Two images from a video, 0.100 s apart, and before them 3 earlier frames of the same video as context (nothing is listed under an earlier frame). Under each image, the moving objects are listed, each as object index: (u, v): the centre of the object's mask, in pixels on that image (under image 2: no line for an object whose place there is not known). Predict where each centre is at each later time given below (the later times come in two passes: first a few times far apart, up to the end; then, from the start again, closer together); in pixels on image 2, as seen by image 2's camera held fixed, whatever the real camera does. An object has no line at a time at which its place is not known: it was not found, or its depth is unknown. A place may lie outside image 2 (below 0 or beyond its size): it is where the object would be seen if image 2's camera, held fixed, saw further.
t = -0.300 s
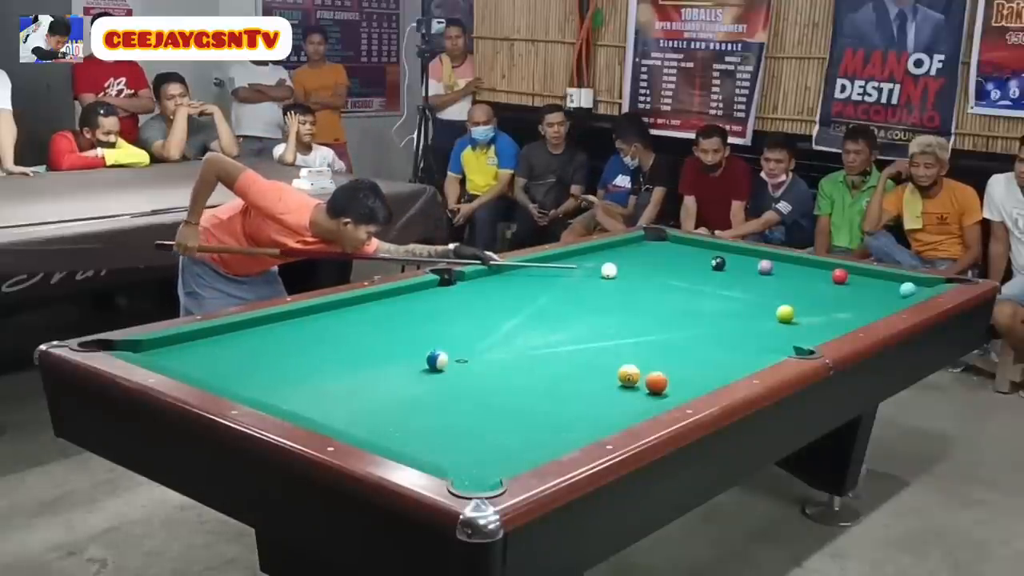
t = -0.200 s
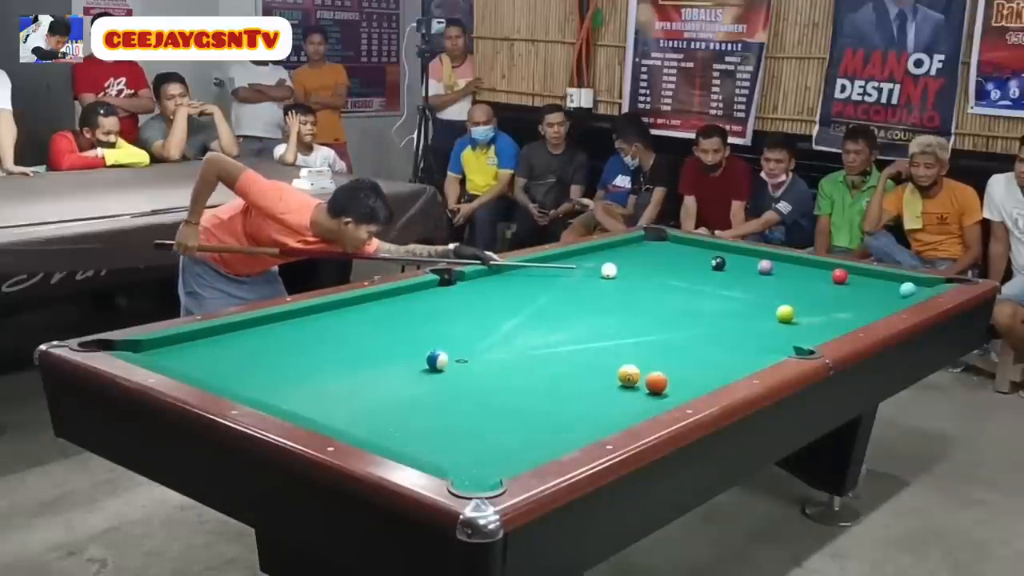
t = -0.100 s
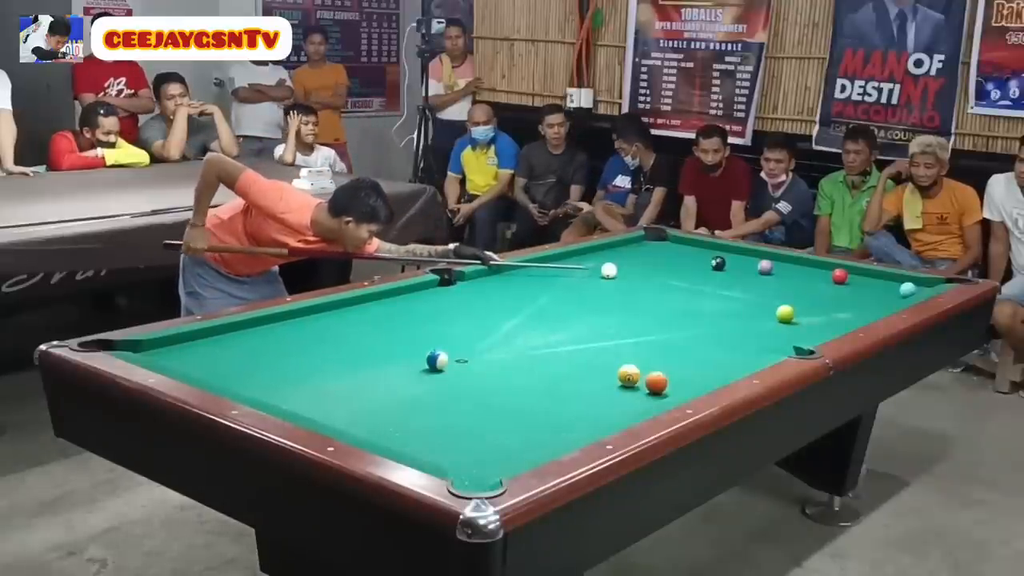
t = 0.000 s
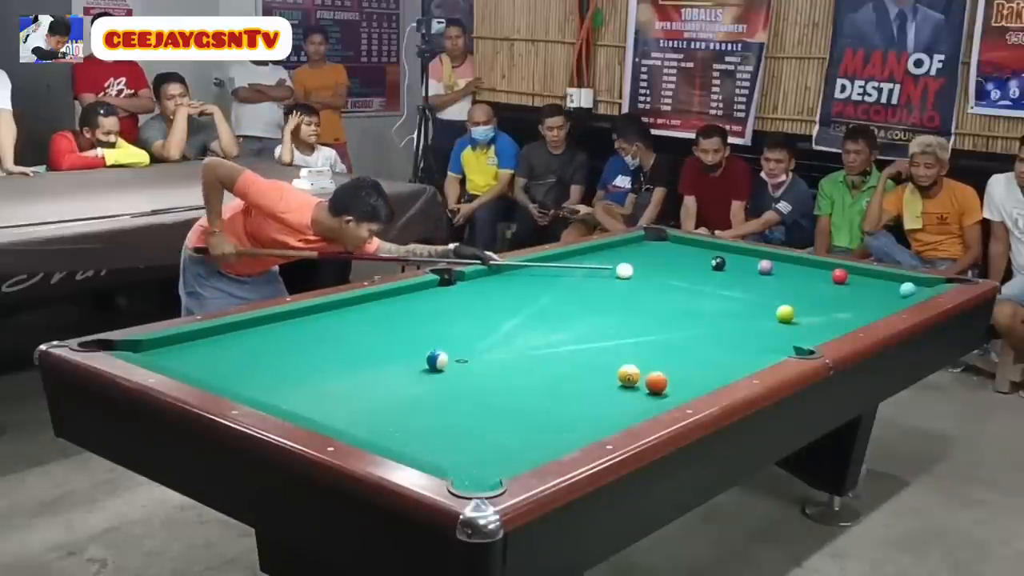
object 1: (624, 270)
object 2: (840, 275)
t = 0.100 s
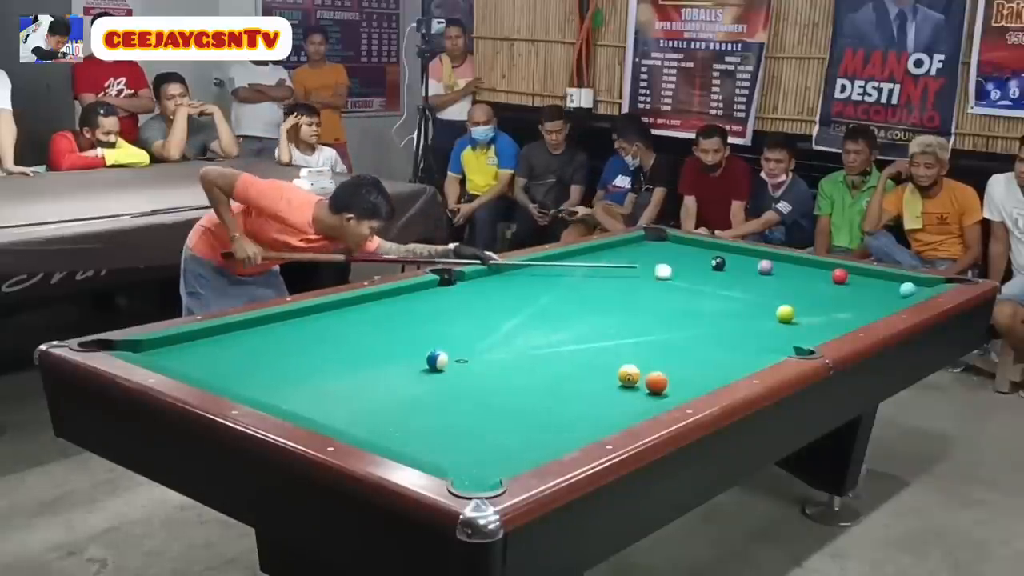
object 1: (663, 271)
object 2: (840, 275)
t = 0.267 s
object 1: (725, 273)
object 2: (840, 275)
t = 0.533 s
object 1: (822, 274)
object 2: (840, 275)
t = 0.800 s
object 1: (843, 270)
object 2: (913, 279)
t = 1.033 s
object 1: (850, 270)
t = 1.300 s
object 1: (846, 274)
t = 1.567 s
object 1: (842, 277)
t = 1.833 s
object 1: (837, 279)
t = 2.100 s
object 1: (833, 282)
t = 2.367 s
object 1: (830, 285)
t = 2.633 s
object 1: (827, 287)
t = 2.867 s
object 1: (823, 288)
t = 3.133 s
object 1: (821, 290)
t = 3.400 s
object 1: (818, 291)
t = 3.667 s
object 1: (816, 292)
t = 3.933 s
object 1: (815, 293)
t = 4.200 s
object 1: (815, 293)
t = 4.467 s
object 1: (814, 293)
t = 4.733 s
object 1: (814, 293)
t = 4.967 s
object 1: (814, 293)
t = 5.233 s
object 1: (814, 293)
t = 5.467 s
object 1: (814, 293)
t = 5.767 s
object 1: (814, 293)
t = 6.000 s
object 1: (814, 293)
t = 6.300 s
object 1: (814, 293)
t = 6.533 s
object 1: (814, 293)
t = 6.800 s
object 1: (814, 293)
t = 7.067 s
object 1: (814, 293)
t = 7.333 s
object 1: (814, 293)
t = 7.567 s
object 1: (814, 293)
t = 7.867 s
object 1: (814, 293)
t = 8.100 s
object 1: (814, 293)
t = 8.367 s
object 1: (814, 293)
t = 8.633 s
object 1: (814, 293)
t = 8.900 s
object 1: (814, 293)
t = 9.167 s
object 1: (814, 293)
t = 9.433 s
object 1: (814, 293)
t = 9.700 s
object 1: (814, 293)
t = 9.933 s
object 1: (814, 293)
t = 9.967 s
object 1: (814, 293)
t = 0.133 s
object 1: (675, 271)
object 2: (840, 275)
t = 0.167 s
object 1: (688, 272)
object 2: (840, 275)
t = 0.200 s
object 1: (700, 272)
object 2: (840, 275)
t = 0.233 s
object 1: (712, 273)
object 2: (840, 275)
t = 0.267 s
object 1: (725, 273)
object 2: (840, 275)
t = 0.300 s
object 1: (737, 273)
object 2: (840, 275)
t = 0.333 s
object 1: (749, 273)
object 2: (840, 275)
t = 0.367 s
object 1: (762, 273)
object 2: (840, 276)
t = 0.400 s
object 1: (774, 274)
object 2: (840, 275)
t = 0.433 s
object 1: (786, 274)
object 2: (839, 275)
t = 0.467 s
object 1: (798, 274)
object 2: (840, 275)
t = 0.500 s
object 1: (810, 274)
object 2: (840, 275)
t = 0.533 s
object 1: (822, 274)
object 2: (840, 275)
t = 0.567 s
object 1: (824, 274)
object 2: (849, 277)
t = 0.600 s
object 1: (825, 273)
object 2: (860, 277)
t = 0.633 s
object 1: (828, 273)
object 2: (870, 278)
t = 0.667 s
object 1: (831, 272)
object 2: (879, 279)
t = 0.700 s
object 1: (834, 272)
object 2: (888, 280)
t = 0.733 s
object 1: (837, 271)
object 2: (895, 280)
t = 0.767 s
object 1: (840, 271)
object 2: (903, 279)
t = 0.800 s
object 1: (843, 270)
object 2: (913, 279)
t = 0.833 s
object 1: (846, 270)
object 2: (920, 282)
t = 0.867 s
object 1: (849, 269)
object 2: (928, 282)
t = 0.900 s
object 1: (851, 269)
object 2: (935, 281)
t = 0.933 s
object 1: (852, 269)
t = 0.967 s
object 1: (851, 270)
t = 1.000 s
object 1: (851, 270)
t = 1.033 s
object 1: (850, 270)
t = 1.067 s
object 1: (850, 271)
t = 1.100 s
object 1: (849, 271)
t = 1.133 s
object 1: (849, 272)
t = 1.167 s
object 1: (848, 272)
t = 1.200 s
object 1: (847, 273)
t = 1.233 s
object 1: (847, 273)
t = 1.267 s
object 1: (846, 273)
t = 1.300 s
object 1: (846, 274)
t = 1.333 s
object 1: (845, 274)
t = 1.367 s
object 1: (844, 275)
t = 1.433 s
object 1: (844, 275)
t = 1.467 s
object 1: (843, 275)
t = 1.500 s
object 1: (843, 276)
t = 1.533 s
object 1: (842, 276)
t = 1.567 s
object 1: (842, 277)
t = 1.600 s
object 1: (841, 277)
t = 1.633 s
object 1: (840, 277)
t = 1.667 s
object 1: (840, 278)
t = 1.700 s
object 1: (840, 278)
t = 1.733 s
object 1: (839, 278)
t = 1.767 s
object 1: (838, 279)
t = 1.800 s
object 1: (838, 279)
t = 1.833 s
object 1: (837, 279)
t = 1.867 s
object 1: (837, 280)
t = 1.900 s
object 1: (836, 280)
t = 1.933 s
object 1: (836, 280)
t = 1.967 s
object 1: (835, 281)
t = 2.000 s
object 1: (835, 281)
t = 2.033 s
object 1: (834, 281)
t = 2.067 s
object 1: (834, 282)
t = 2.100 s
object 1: (833, 282)
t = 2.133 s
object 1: (833, 282)
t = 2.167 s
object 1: (832, 282)
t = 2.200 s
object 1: (832, 283)
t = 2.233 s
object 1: (831, 283)
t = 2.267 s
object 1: (831, 283)
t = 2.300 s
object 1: (830, 284)
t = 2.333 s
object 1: (830, 284)
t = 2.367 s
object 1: (830, 285)
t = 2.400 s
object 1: (829, 285)
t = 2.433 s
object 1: (829, 285)
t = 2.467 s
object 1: (829, 285)
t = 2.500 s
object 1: (828, 286)
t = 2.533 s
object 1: (827, 286)
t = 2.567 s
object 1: (827, 286)
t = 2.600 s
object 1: (826, 286)
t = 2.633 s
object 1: (827, 287)
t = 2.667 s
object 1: (826, 287)
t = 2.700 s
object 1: (826, 287)
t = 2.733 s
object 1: (825, 287)
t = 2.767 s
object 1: (824, 288)
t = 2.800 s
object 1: (824, 288)
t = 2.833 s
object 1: (824, 288)
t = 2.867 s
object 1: (823, 288)
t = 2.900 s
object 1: (823, 288)
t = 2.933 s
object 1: (823, 289)
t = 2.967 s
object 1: (822, 289)
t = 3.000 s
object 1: (822, 289)
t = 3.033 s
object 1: (822, 289)
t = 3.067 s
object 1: (821, 289)
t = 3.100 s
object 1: (821, 290)
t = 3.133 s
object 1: (821, 290)
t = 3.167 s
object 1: (820, 290)
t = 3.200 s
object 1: (820, 290)
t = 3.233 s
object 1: (820, 290)
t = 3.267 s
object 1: (819, 290)
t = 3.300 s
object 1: (819, 291)
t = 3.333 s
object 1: (819, 291)
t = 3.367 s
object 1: (818, 291)
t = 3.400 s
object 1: (818, 291)
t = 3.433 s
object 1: (818, 291)
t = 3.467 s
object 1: (817, 291)
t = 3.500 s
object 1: (817, 291)
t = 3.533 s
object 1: (817, 291)
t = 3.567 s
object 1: (817, 292)
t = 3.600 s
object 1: (817, 292)
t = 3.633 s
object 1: (817, 292)
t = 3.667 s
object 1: (816, 292)
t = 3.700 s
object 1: (816, 292)
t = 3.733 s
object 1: (816, 292)
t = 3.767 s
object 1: (816, 292)
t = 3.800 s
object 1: (816, 292)
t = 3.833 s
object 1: (815, 292)
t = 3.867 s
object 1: (815, 292)
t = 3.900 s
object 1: (815, 293)
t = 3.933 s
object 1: (815, 293)
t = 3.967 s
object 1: (815, 293)
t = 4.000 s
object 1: (815, 293)
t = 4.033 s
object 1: (815, 293)
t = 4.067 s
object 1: (815, 293)
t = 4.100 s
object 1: (815, 293)
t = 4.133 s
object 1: (814, 293)
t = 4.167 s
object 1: (815, 293)
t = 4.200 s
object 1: (815, 293)
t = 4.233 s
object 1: (814, 293)
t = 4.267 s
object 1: (814, 293)
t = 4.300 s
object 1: (814, 293)
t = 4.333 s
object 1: (814, 293)
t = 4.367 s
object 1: (814, 293)
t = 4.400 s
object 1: (814, 293)
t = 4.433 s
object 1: (814, 293)
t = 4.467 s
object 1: (814, 293)
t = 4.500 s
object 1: (814, 293)
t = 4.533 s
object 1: (814, 293)
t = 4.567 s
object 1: (814, 293)
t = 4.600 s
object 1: (814, 293)
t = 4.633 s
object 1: (814, 293)
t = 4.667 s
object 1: (814, 293)
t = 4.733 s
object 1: (814, 293)
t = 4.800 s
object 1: (814, 293)
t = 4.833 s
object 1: (814, 293)
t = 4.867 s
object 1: (814, 293)
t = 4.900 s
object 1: (814, 293)
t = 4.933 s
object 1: (814, 293)
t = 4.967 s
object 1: (814, 293)
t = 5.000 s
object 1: (814, 293)
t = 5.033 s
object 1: (814, 293)
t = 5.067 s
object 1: (814, 293)
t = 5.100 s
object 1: (814, 293)
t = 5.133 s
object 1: (814, 293)
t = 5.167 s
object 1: (814, 293)
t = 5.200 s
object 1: (814, 293)
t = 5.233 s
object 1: (814, 293)
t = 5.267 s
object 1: (814, 293)
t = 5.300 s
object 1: (814, 293)
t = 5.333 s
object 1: (814, 293)
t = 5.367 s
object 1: (814, 293)
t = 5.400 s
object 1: (814, 293)
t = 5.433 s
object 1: (814, 293)
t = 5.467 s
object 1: (814, 293)
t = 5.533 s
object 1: (814, 293)
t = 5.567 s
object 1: (814, 293)
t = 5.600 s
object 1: (814, 293)
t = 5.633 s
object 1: (814, 293)
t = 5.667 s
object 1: (814, 293)
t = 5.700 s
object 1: (814, 293)
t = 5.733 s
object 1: (814, 293)
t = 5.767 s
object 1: (814, 293)
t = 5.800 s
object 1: (814, 293)
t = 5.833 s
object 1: (814, 293)
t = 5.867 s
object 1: (814, 293)
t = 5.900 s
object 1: (814, 293)
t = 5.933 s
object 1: (814, 293)
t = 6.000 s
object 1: (814, 293)
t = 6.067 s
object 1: (814, 293)
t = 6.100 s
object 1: (814, 293)
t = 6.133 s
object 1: (814, 293)
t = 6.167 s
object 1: (814, 293)
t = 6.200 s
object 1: (814, 293)
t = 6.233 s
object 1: (814, 293)
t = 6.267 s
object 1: (814, 293)
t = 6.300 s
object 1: (814, 293)
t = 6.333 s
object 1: (814, 293)
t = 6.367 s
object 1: (814, 293)
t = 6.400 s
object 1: (814, 293)
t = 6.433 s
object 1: (814, 293)
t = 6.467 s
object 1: (814, 293)
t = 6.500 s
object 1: (814, 293)
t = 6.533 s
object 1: (814, 293)
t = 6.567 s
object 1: (814, 293)
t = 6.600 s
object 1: (814, 293)
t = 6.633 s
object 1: (814, 293)
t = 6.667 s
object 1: (814, 293)
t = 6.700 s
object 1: (814, 293)
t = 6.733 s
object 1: (814, 293)
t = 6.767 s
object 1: (814, 293)
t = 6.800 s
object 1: (814, 293)
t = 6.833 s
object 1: (814, 293)
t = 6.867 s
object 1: (814, 293)
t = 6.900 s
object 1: (814, 293)
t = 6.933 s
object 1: (814, 293)
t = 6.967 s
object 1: (814, 293)
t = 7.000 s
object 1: (814, 293)
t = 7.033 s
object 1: (814, 293)
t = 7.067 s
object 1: (814, 293)
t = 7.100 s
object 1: (814, 293)
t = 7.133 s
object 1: (814, 293)
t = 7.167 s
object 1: (814, 293)
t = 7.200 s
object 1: (814, 293)
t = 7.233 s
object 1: (814, 293)
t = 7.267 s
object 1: (814, 293)
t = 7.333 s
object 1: (814, 293)
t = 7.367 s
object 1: (814, 293)
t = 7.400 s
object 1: (814, 293)
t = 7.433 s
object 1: (814, 293)
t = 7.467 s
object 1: (814, 293)
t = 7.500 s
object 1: (814, 293)
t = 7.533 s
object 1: (814, 293)
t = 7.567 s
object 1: (814, 293)
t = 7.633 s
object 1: (814, 293)
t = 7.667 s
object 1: (814, 293)
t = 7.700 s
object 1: (814, 293)
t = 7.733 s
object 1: (814, 293)
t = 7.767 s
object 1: (814, 293)
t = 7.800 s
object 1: (814, 293)
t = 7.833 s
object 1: (814, 293)
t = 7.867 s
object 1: (814, 293)
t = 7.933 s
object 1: (814, 293)
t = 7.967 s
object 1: (814, 293)
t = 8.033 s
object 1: (814, 293)
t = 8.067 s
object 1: (814, 293)
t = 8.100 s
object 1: (814, 293)
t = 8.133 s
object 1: (814, 293)
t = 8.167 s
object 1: (814, 293)
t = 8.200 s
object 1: (814, 293)
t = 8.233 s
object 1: (814, 293)
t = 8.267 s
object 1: (814, 293)
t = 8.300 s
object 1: (814, 293)
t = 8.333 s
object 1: (814, 293)
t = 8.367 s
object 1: (814, 293)
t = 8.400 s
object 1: (814, 293)
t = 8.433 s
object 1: (814, 293)
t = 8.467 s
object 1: (814, 293)
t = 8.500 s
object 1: (814, 293)
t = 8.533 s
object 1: (814, 293)
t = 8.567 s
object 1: (814, 293)
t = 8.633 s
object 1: (814, 293)
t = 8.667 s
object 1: (814, 293)
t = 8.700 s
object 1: (814, 293)
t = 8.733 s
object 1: (814, 293)
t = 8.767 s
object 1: (814, 293)
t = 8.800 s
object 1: (814, 293)
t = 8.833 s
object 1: (814, 293)
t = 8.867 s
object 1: (814, 293)
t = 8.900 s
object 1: (814, 293)
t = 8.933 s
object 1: (814, 293)
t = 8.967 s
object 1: (814, 293)
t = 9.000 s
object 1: (814, 293)
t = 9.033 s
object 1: (814, 293)
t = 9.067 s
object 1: (814, 293)
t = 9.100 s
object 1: (814, 293)
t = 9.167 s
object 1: (814, 293)
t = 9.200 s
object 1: (814, 293)
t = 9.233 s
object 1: (814, 293)
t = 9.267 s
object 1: (814, 293)
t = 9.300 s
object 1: (814, 293)
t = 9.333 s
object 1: (814, 293)
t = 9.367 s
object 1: (814, 293)
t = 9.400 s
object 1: (814, 293)
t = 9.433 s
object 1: (814, 293)
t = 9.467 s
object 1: (814, 293)
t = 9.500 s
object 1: (814, 293)
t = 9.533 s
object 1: (814, 293)
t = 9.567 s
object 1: (814, 293)
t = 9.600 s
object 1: (814, 293)
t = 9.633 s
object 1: (814, 293)
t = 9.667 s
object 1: (814, 293)
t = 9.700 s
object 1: (814, 293)
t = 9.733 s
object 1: (814, 293)
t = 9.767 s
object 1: (814, 293)
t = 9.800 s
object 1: (814, 293)
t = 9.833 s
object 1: (814, 293)
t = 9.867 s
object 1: (814, 293)
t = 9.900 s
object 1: (814, 293)
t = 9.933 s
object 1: (814, 293)
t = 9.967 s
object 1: (814, 293)
